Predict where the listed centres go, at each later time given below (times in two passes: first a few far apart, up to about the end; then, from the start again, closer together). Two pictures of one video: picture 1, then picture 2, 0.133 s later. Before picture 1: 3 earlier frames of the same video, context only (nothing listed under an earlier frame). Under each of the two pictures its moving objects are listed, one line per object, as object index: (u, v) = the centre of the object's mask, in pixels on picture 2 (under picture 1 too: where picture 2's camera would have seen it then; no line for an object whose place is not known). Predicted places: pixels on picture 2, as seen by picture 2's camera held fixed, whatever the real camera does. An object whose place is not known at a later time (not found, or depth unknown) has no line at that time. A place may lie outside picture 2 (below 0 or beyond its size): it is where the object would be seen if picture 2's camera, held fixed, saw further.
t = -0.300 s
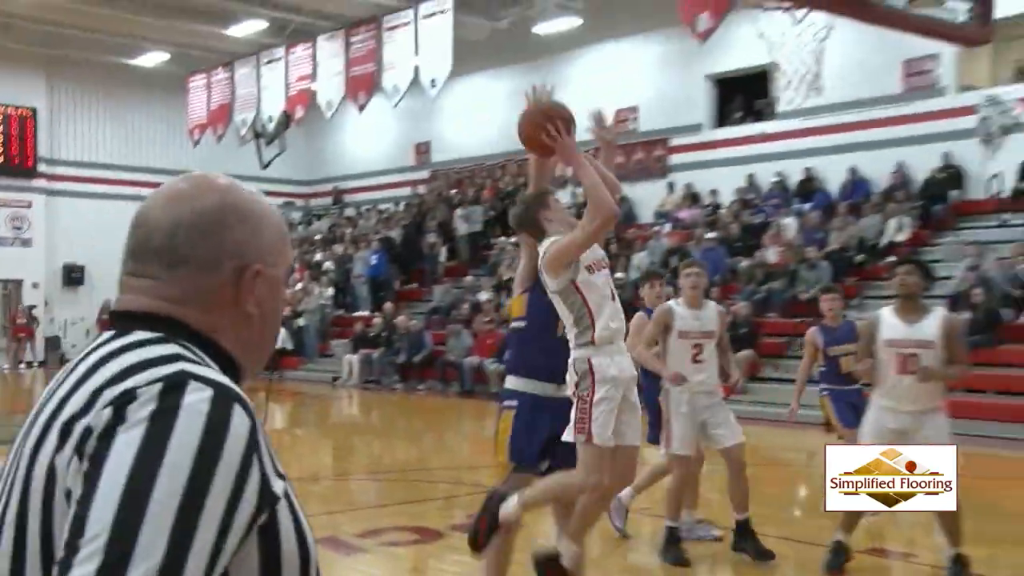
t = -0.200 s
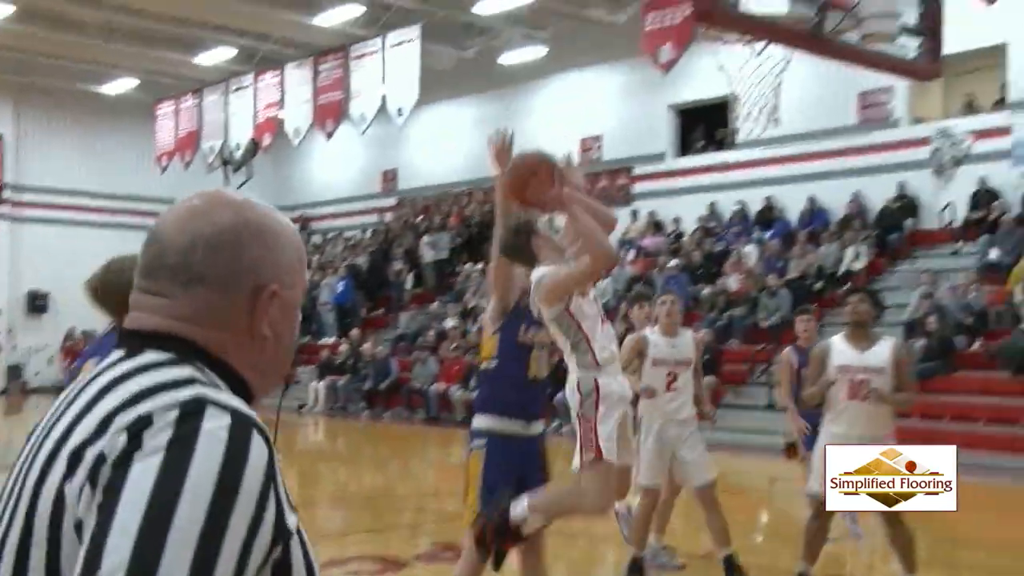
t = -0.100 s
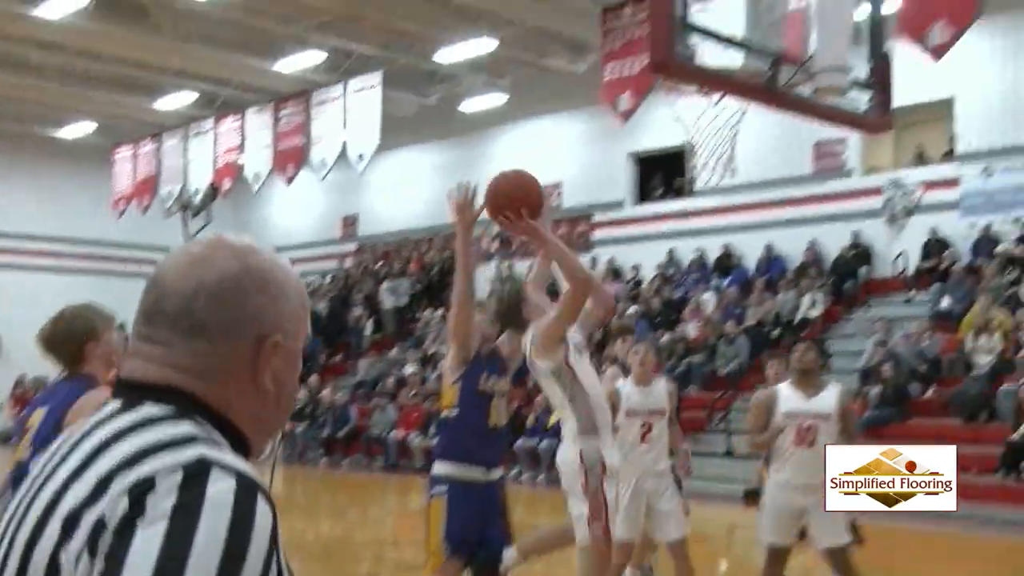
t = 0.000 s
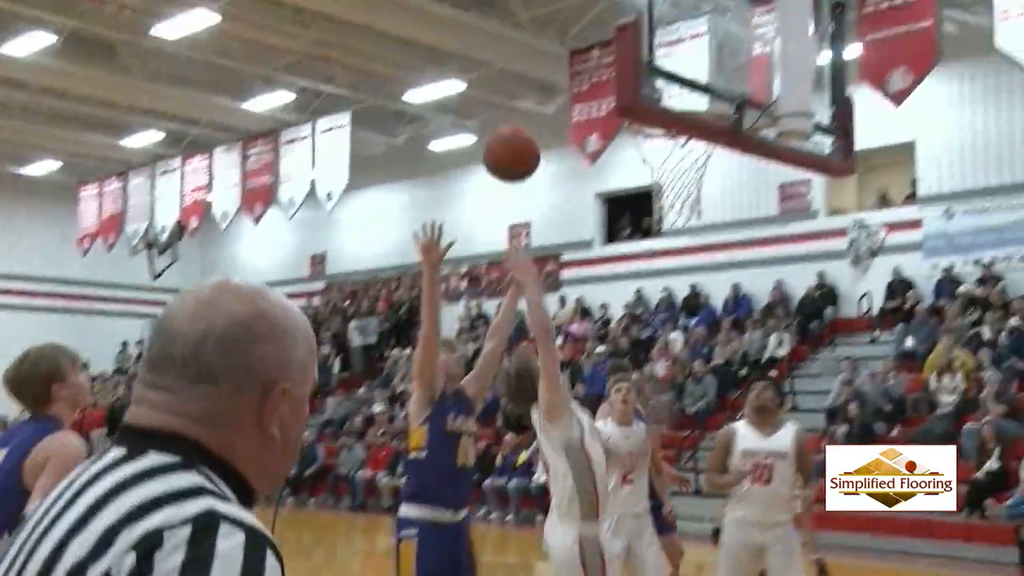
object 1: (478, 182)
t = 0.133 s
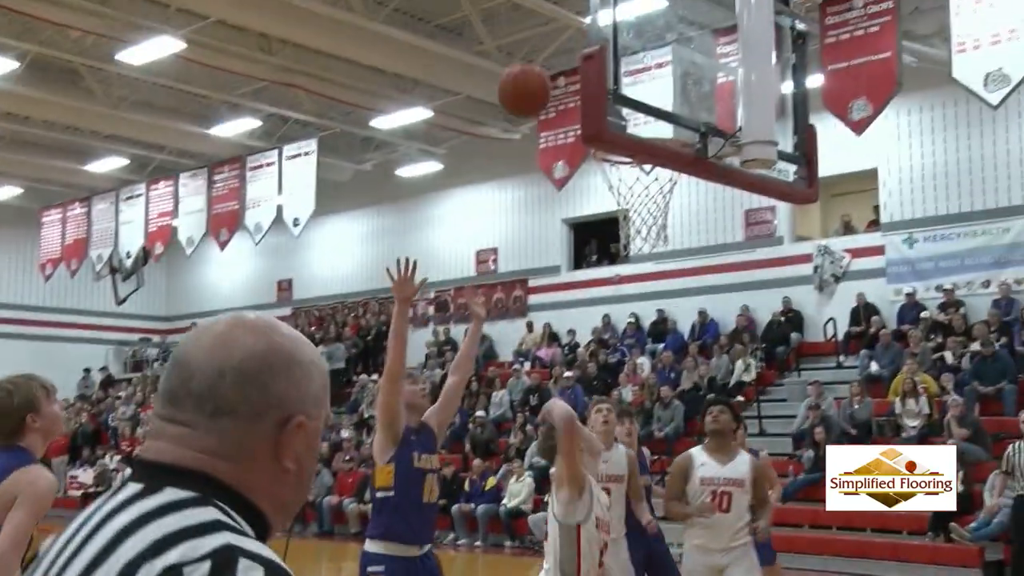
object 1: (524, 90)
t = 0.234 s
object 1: (554, 54)
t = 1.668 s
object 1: (645, 279)
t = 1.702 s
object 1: (642, 301)
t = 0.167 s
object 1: (534, 76)
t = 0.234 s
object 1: (554, 54)
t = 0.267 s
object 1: (563, 46)
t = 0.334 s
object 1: (575, 37)
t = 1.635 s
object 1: (648, 258)
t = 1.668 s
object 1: (645, 279)
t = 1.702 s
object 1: (642, 301)
